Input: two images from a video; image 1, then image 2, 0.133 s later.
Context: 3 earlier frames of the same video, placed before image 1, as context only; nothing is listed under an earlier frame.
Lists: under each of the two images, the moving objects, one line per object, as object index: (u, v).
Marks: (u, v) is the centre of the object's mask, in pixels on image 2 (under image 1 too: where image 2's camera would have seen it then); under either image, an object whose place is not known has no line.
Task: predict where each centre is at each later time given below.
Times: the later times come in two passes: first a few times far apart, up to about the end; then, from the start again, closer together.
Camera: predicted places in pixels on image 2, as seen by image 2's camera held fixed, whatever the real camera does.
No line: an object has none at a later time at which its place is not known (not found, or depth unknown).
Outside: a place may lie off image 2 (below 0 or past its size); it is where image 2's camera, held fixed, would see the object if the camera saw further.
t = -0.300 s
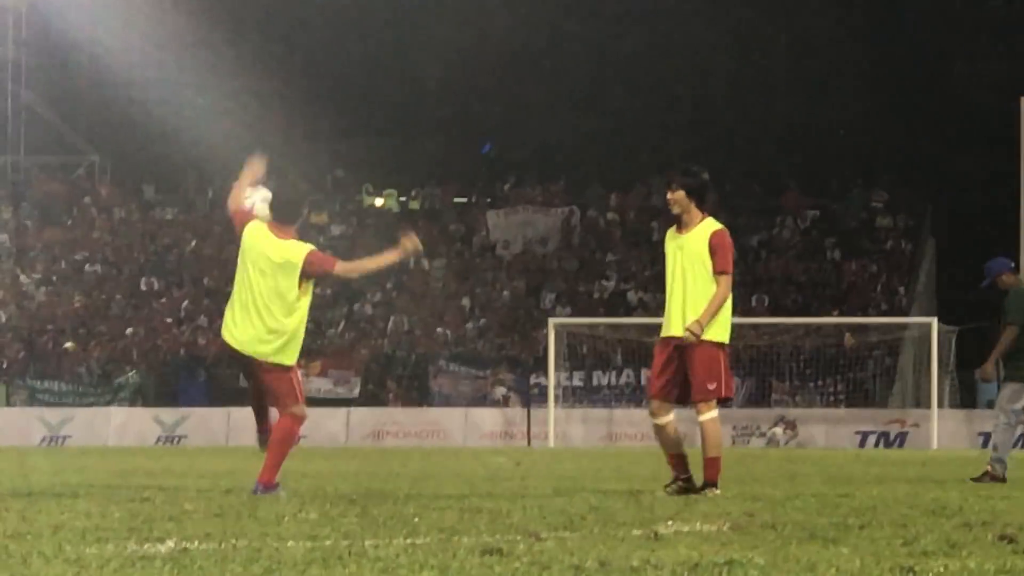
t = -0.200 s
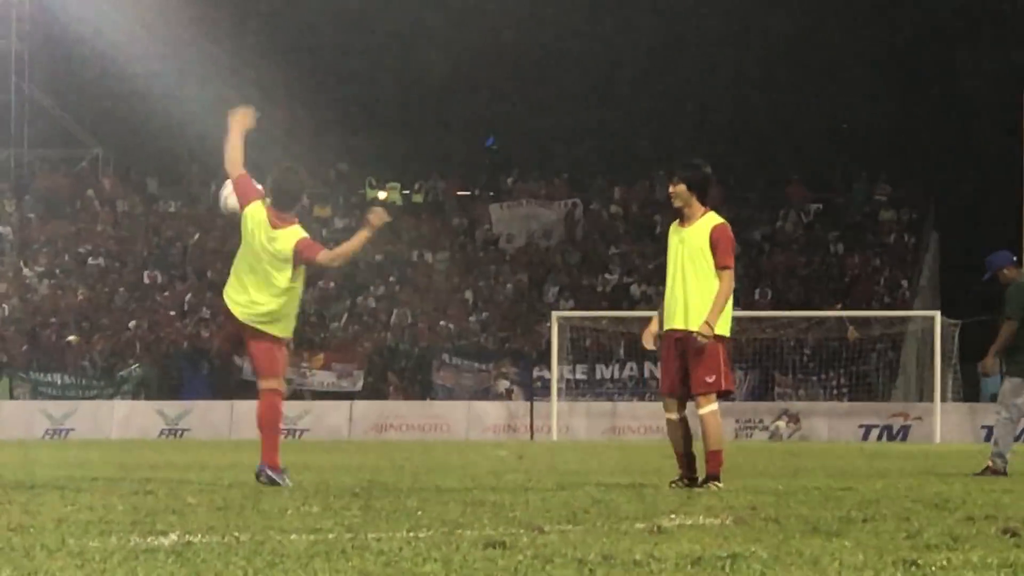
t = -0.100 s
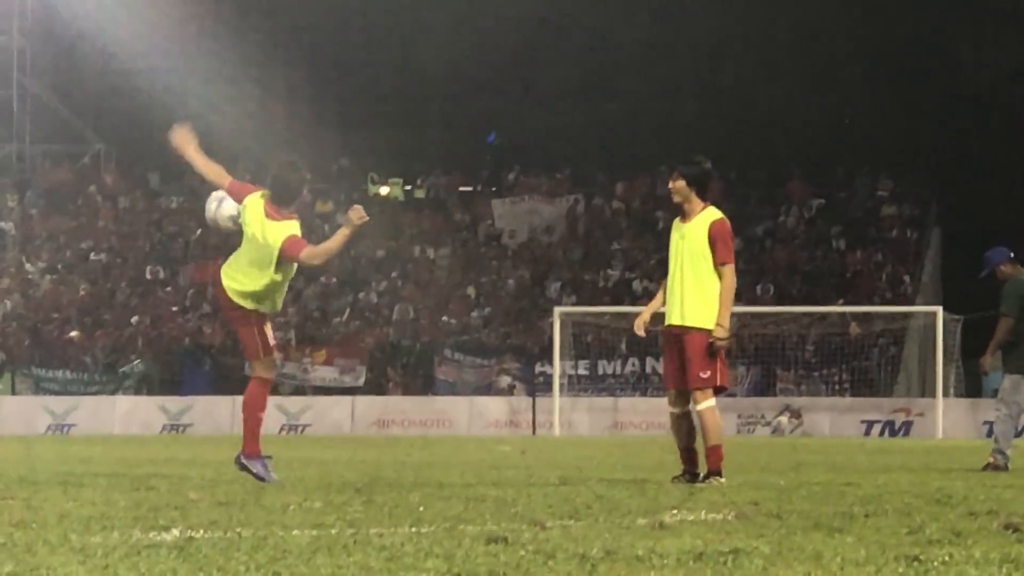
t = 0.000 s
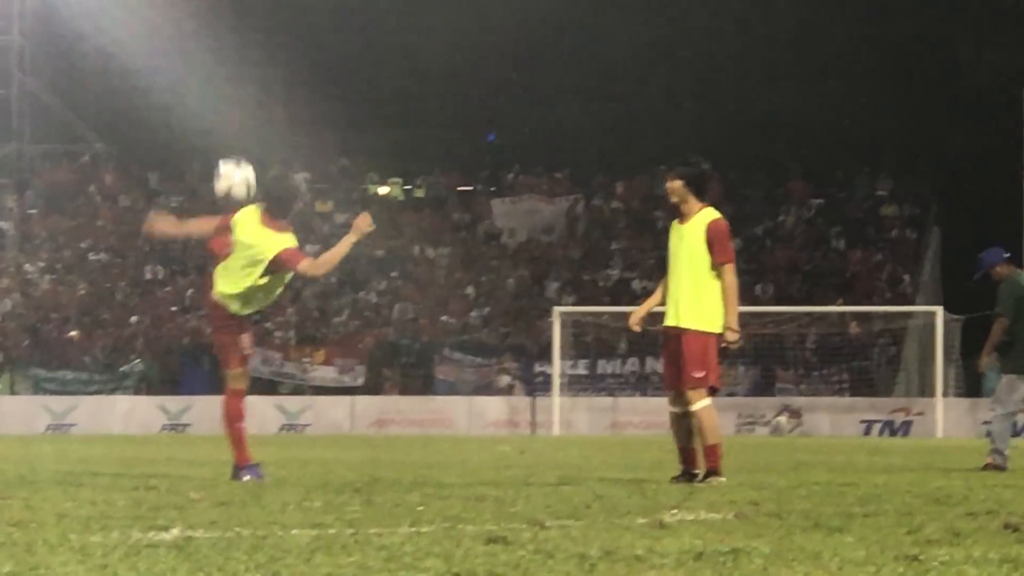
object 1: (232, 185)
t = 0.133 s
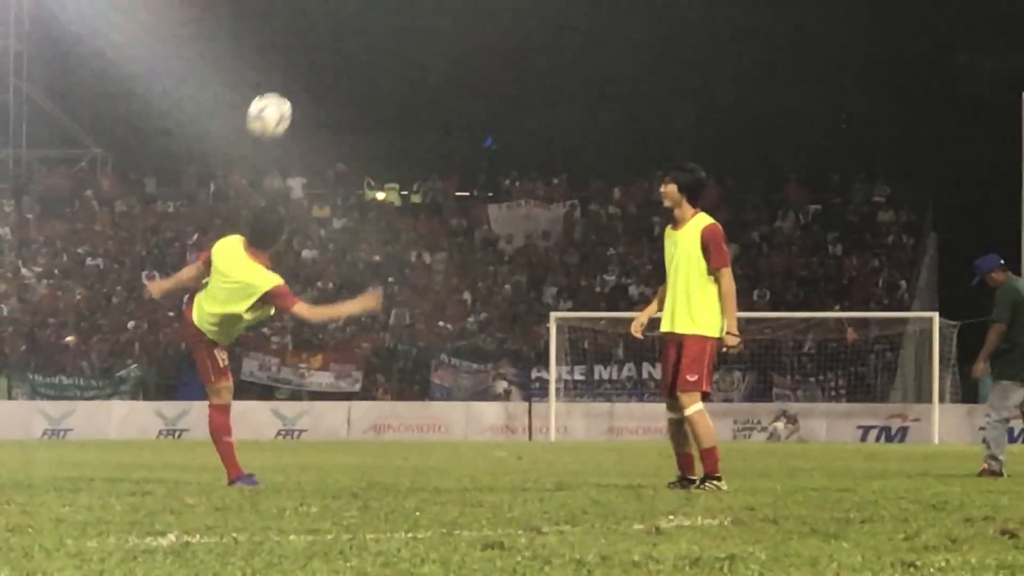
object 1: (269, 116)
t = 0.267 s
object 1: (305, 80)
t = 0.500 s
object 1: (366, 98)
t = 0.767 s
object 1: (432, 240)
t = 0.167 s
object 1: (278, 104)
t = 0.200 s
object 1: (287, 94)
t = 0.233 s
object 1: (296, 86)
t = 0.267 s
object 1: (305, 80)
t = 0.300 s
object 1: (314, 76)
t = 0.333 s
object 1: (323, 75)
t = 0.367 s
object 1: (332, 76)
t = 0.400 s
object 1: (340, 78)
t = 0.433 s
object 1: (349, 83)
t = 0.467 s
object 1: (357, 89)
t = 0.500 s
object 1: (366, 98)
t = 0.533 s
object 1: (375, 109)
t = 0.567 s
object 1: (382, 121)
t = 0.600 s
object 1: (391, 136)
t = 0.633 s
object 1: (399, 153)
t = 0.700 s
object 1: (418, 191)
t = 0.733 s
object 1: (425, 214)
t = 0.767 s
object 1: (432, 240)
